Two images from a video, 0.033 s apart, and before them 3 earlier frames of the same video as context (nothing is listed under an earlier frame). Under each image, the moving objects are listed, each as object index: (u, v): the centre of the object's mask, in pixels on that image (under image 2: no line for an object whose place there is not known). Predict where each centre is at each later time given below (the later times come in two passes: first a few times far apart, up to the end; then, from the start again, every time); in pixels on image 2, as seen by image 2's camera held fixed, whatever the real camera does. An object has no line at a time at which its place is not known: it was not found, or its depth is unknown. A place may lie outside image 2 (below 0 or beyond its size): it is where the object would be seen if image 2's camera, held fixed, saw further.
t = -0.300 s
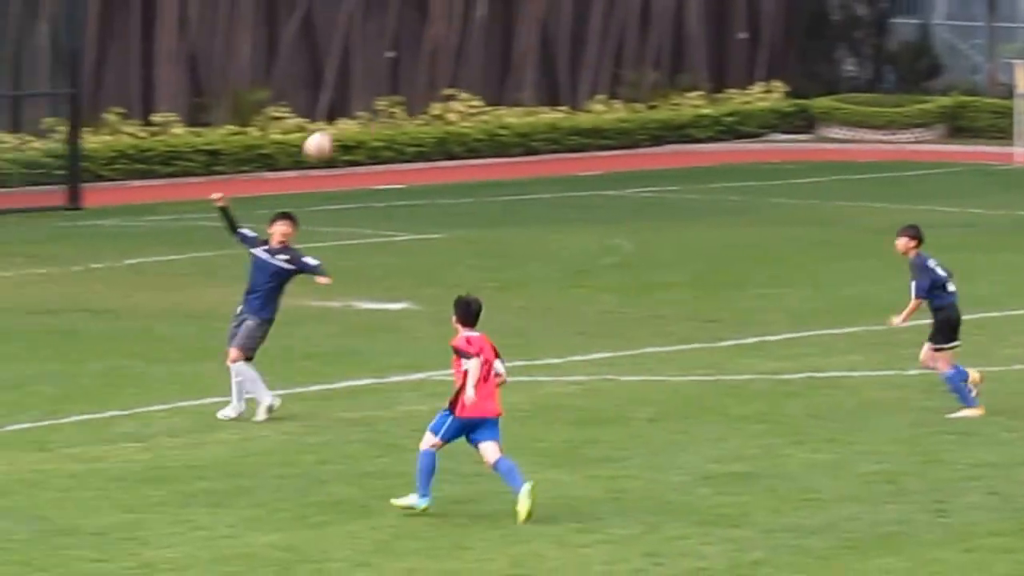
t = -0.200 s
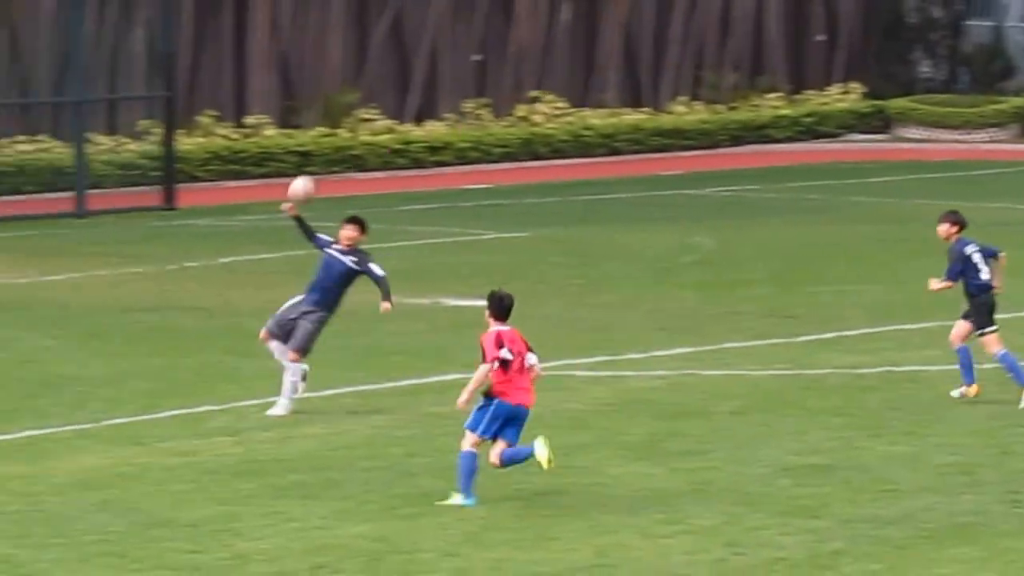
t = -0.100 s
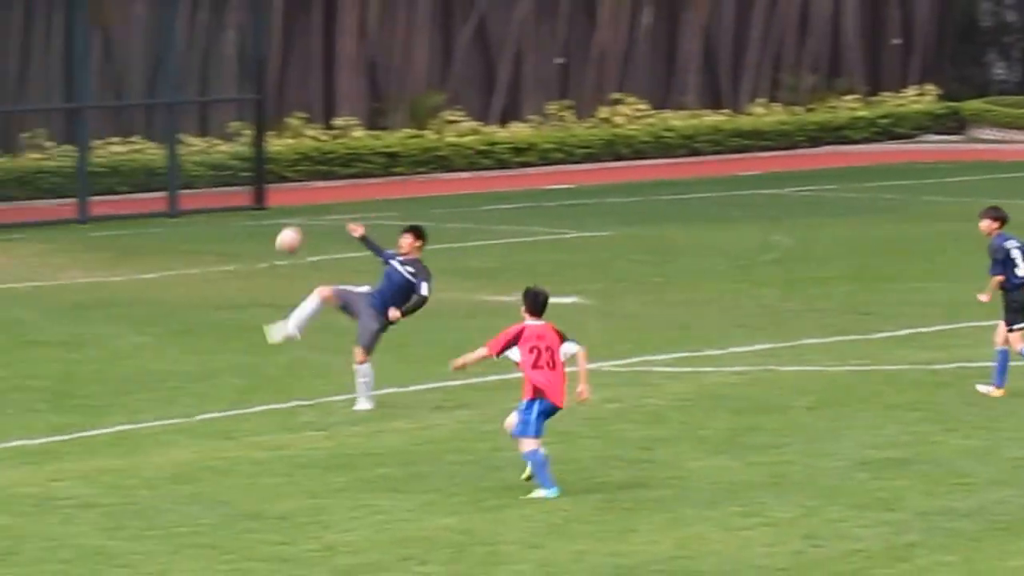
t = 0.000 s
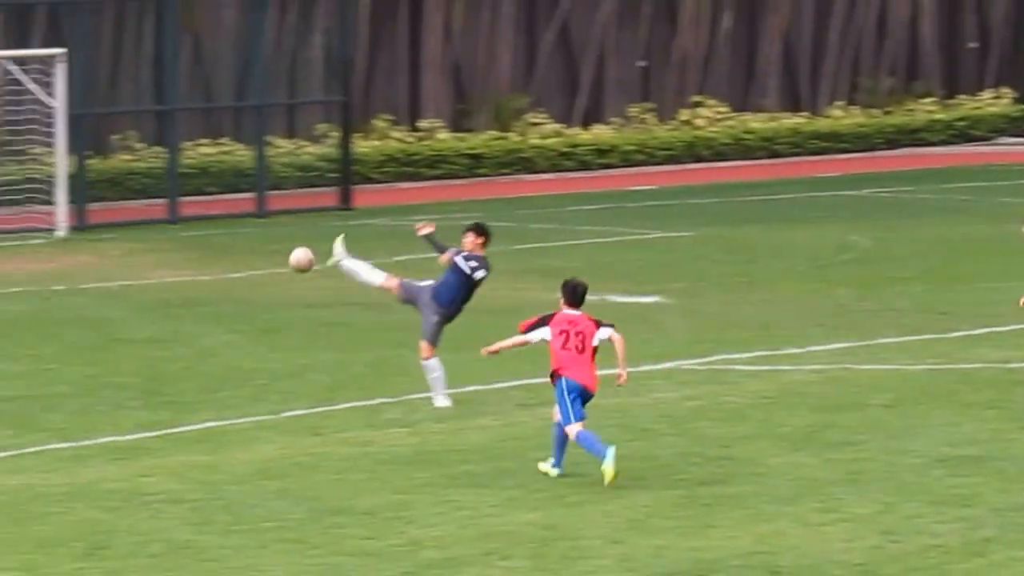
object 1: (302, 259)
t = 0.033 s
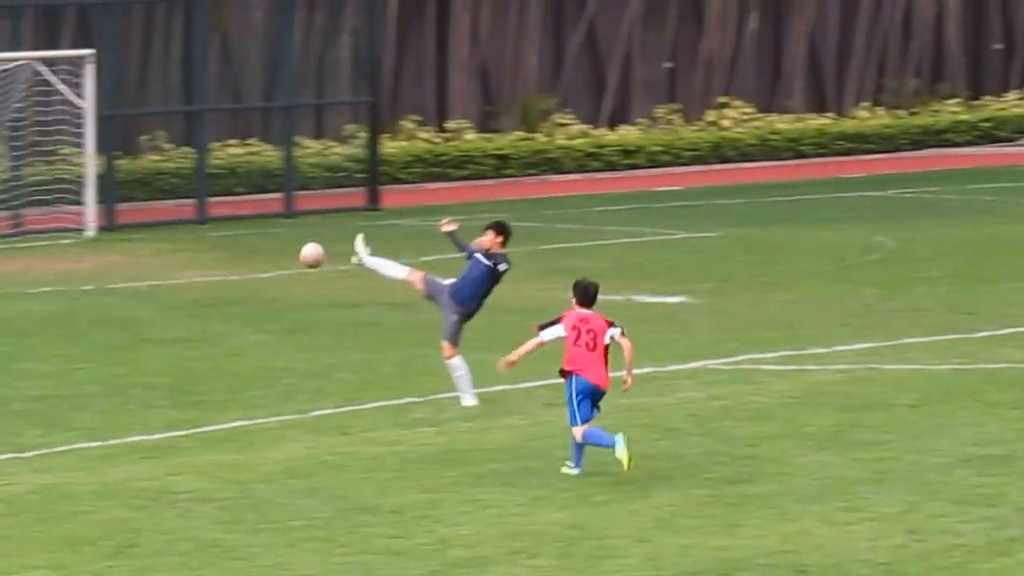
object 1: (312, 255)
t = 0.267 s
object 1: (190, 257)
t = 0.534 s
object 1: (49, 339)
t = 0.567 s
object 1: (31, 354)
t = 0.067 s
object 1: (294, 252)
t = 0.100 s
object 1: (277, 249)
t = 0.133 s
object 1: (260, 248)
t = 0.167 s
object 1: (242, 248)
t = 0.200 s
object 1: (225, 250)
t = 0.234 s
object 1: (208, 253)
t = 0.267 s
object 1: (190, 257)
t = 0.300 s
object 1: (172, 262)
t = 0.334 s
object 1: (155, 270)
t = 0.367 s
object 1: (138, 278)
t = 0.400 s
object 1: (121, 287)
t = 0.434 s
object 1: (102, 297)
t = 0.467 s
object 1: (85, 310)
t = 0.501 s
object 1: (68, 324)
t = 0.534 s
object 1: (49, 339)
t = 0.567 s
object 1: (31, 354)
